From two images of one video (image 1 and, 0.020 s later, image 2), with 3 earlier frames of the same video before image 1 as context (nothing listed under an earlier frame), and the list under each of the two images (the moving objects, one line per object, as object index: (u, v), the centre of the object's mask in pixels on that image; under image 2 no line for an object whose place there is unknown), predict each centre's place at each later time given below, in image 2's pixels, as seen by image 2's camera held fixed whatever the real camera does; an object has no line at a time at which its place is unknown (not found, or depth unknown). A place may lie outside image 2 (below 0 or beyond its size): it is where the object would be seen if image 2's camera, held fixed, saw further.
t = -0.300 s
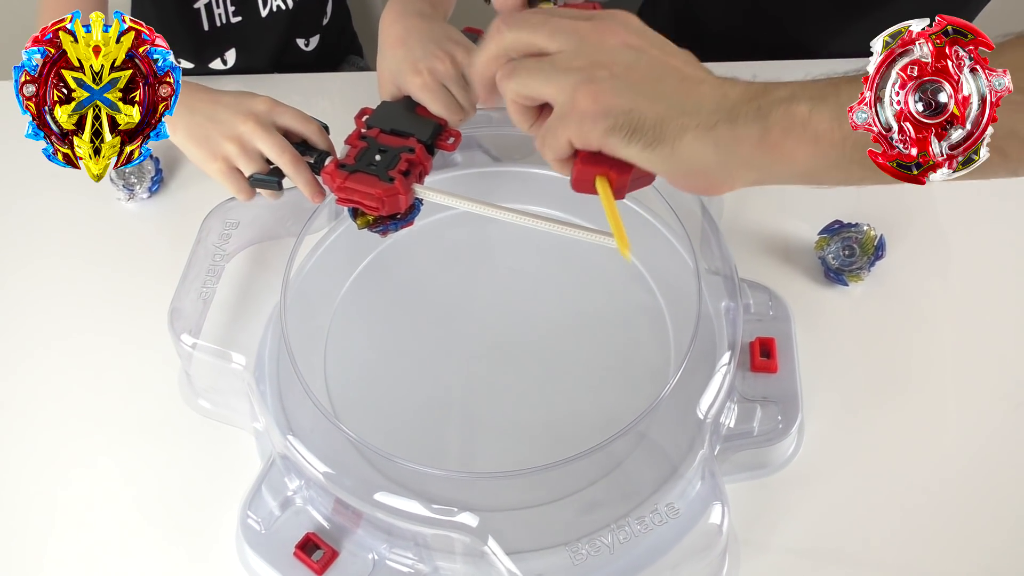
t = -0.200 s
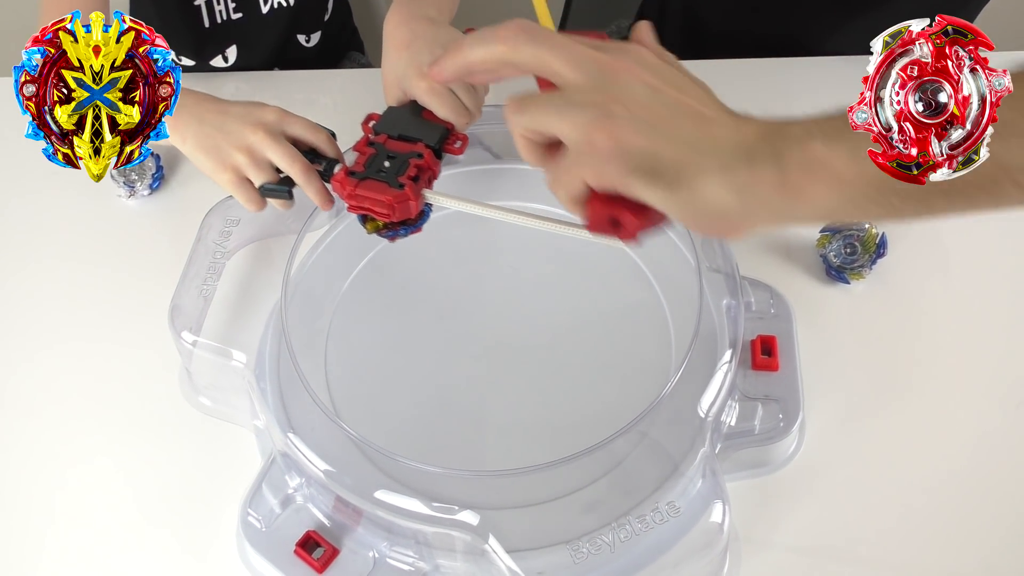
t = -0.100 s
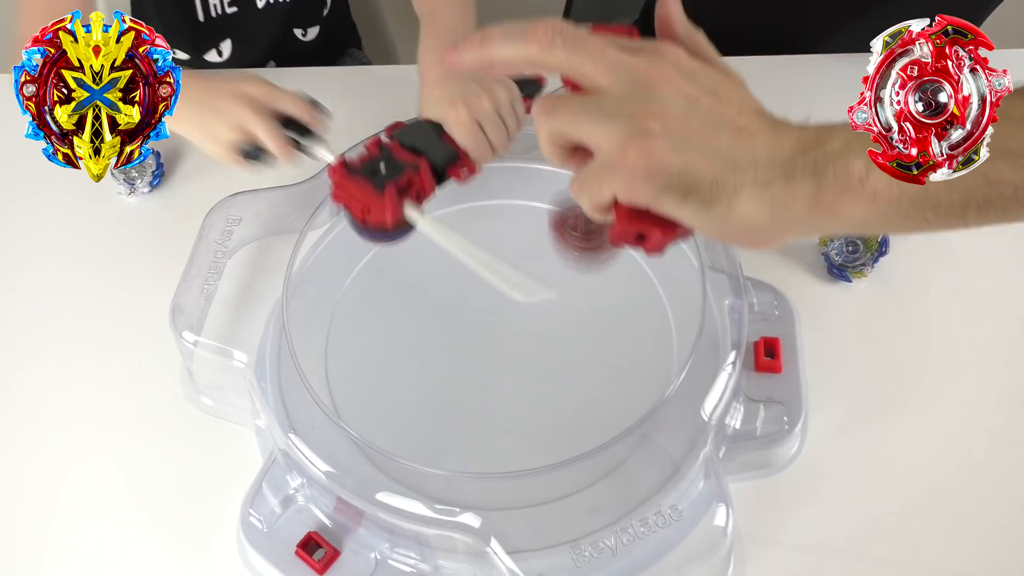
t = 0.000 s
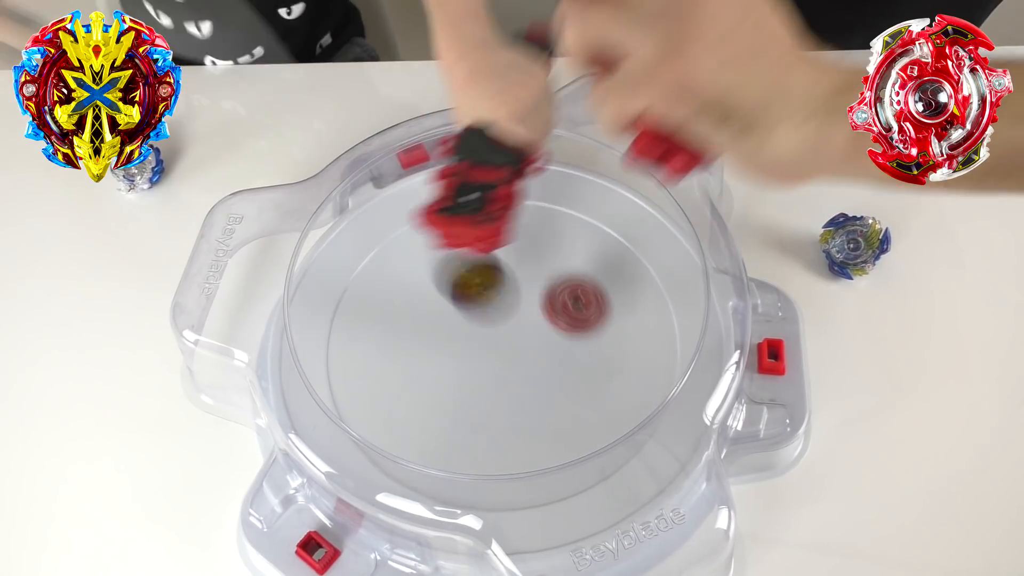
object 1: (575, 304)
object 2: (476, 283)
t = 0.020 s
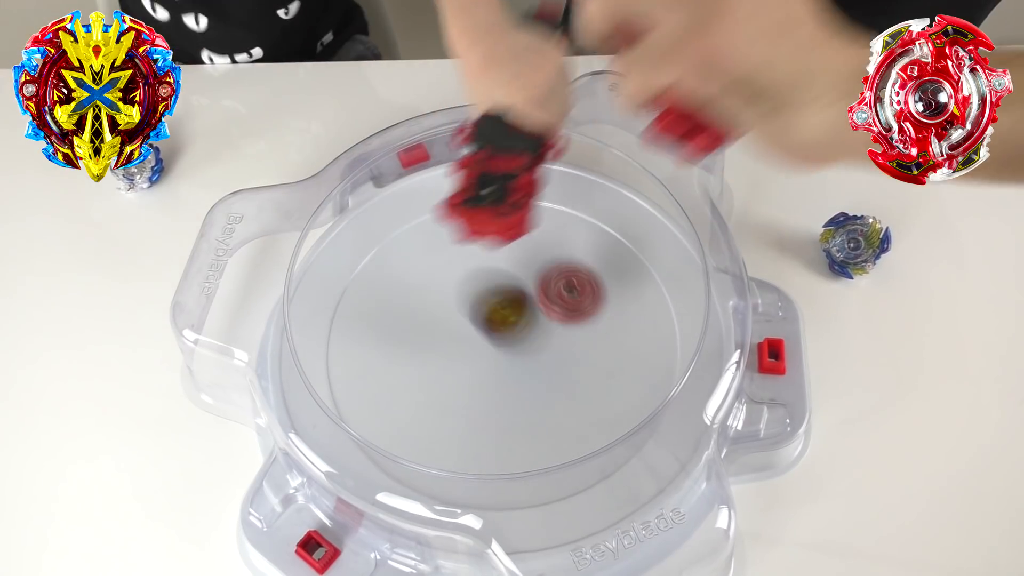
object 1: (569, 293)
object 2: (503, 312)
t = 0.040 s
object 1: (564, 284)
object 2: (533, 337)
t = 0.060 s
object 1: (558, 278)
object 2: (556, 337)
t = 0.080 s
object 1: (550, 274)
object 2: (579, 335)
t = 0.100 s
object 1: (544, 274)
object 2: (604, 338)
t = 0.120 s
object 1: (538, 278)
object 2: (629, 342)
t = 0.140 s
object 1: (532, 285)
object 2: (657, 352)
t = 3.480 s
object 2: (366, 387)
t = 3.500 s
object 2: (379, 399)
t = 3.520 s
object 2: (394, 412)
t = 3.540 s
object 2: (411, 420)
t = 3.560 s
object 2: (429, 427)
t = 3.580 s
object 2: (449, 432)
